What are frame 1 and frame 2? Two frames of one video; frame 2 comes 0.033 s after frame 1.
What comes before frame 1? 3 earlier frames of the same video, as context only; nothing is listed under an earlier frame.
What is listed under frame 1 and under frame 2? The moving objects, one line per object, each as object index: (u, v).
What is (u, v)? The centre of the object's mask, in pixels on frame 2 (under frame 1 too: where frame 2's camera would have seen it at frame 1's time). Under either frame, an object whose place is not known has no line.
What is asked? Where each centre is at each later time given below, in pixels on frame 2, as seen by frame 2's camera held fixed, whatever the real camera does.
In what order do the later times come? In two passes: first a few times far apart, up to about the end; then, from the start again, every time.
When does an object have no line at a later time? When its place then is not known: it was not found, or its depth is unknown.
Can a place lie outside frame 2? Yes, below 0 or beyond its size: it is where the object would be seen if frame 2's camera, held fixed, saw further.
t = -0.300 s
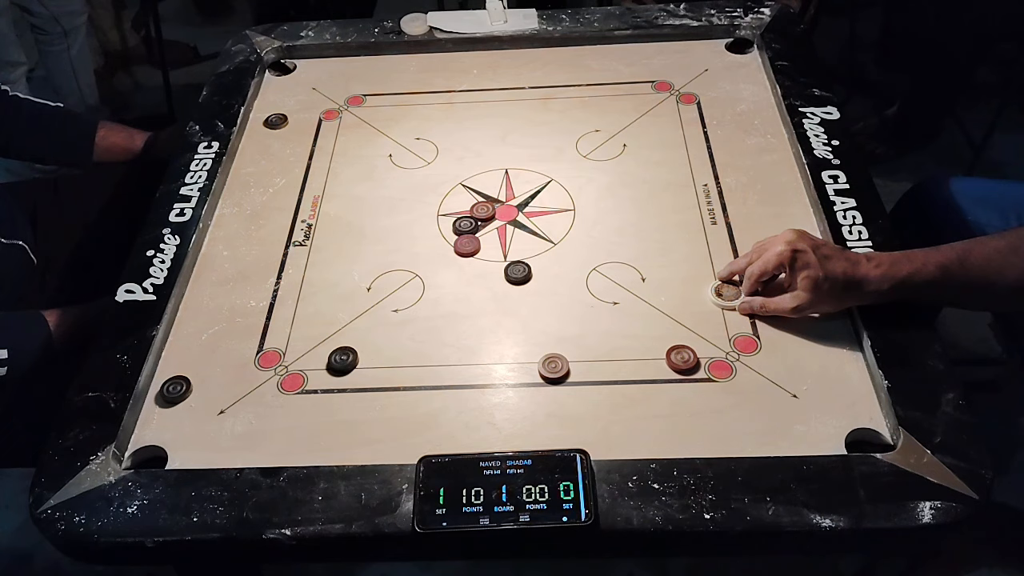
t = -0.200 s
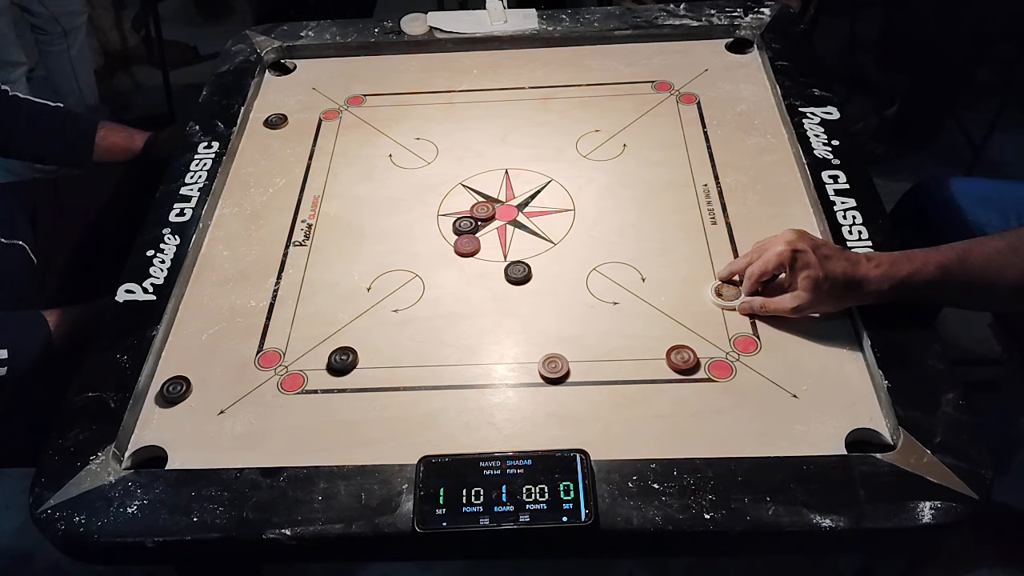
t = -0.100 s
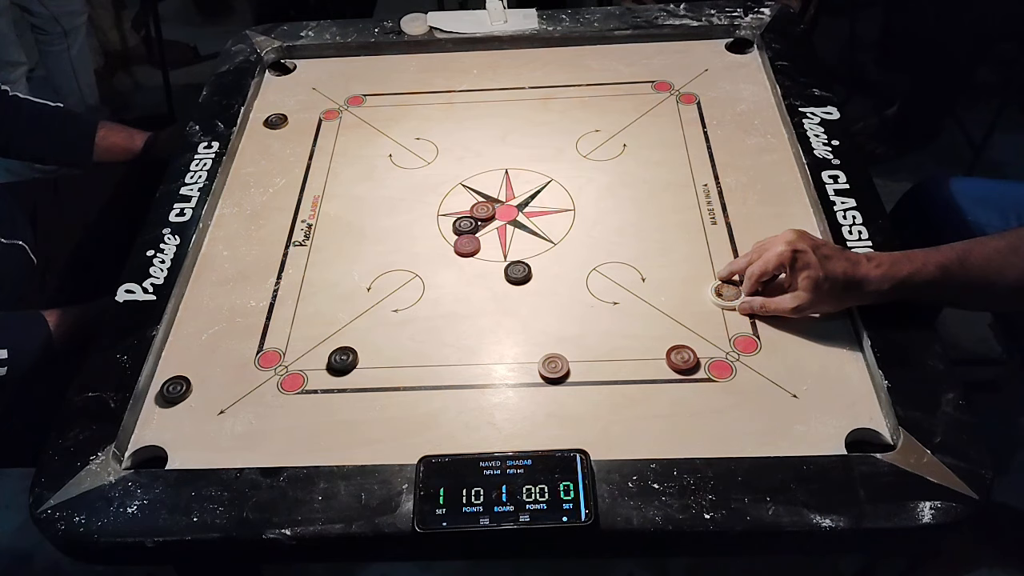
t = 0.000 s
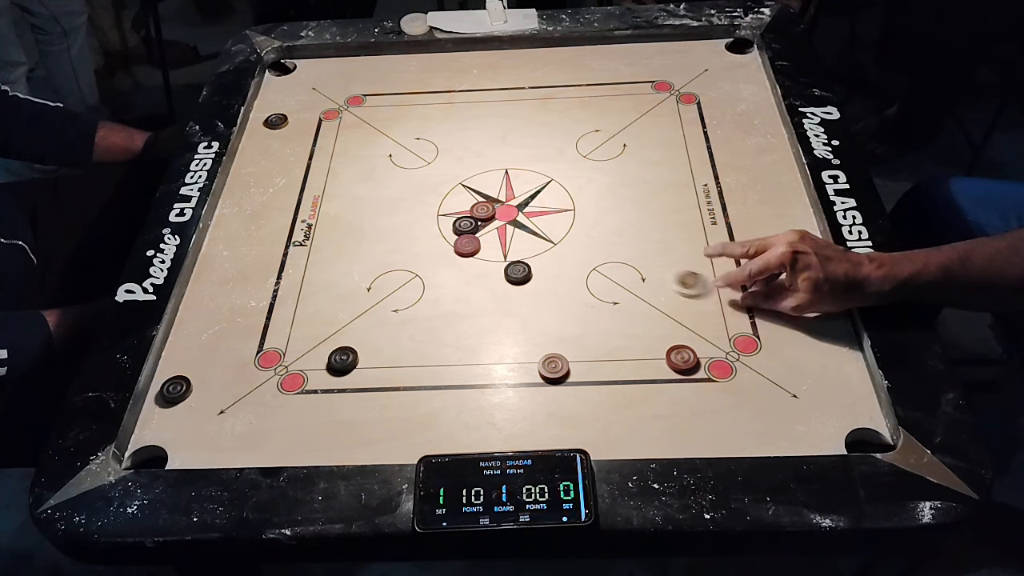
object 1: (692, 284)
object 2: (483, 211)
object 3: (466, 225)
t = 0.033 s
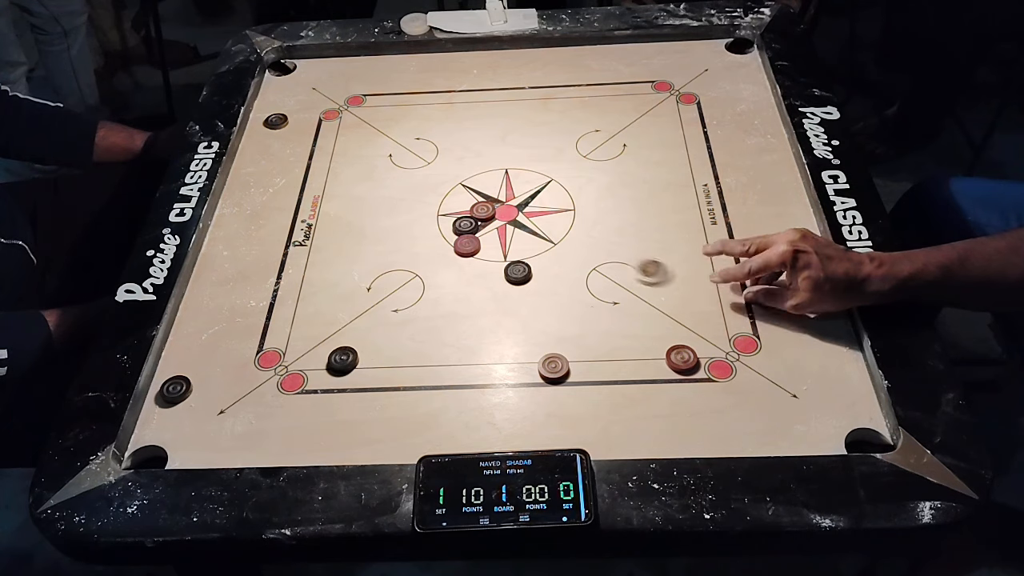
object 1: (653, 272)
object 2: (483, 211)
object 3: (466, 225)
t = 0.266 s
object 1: (481, 221)
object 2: (420, 173)
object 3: (423, 226)
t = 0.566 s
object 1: (462, 217)
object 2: (274, 81)
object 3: (315, 223)
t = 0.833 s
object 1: (462, 217)
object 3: (306, 222)
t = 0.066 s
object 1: (615, 261)
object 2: (483, 211)
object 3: (466, 225)
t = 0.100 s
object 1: (581, 250)
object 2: (483, 211)
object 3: (466, 225)
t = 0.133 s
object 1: (548, 240)
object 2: (483, 211)
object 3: (466, 225)
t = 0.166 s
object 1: (517, 231)
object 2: (483, 211)
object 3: (466, 225)
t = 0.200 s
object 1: (495, 224)
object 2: (469, 203)
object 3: (464, 226)
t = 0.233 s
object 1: (487, 222)
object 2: (443, 187)
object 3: (442, 226)
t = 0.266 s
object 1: (481, 221)
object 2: (420, 173)
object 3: (423, 226)
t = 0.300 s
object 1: (476, 220)
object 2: (397, 159)
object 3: (405, 225)
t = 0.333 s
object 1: (471, 219)
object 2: (377, 146)
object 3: (389, 225)
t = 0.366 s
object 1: (467, 218)
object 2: (358, 135)
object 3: (373, 225)
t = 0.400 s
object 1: (465, 218)
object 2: (341, 124)
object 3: (360, 224)
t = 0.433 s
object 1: (463, 217)
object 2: (326, 114)
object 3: (348, 224)
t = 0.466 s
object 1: (462, 217)
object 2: (310, 105)
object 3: (338, 224)
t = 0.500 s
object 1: (462, 217)
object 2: (297, 96)
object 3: (328, 223)
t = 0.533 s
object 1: (462, 217)
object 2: (285, 88)
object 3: (321, 223)
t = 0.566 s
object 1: (462, 217)
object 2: (274, 81)
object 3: (315, 223)
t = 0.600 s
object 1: (462, 217)
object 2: (281, 76)
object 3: (311, 223)
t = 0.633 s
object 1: (462, 217)
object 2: (292, 72)
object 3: (308, 222)
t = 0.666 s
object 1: (462, 217)
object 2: (302, 68)
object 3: (307, 222)
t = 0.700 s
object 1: (462, 217)
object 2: (309, 65)
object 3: (307, 222)
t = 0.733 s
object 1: (462, 217)
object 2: (316, 63)
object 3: (307, 222)
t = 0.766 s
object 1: (462, 217)
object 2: (319, 64)
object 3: (307, 222)
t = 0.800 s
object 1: (462, 217)
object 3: (307, 222)
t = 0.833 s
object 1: (462, 217)
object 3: (306, 222)
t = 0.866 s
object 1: (462, 217)
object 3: (307, 222)
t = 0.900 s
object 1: (462, 217)
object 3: (306, 222)
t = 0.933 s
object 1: (462, 217)
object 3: (307, 222)
